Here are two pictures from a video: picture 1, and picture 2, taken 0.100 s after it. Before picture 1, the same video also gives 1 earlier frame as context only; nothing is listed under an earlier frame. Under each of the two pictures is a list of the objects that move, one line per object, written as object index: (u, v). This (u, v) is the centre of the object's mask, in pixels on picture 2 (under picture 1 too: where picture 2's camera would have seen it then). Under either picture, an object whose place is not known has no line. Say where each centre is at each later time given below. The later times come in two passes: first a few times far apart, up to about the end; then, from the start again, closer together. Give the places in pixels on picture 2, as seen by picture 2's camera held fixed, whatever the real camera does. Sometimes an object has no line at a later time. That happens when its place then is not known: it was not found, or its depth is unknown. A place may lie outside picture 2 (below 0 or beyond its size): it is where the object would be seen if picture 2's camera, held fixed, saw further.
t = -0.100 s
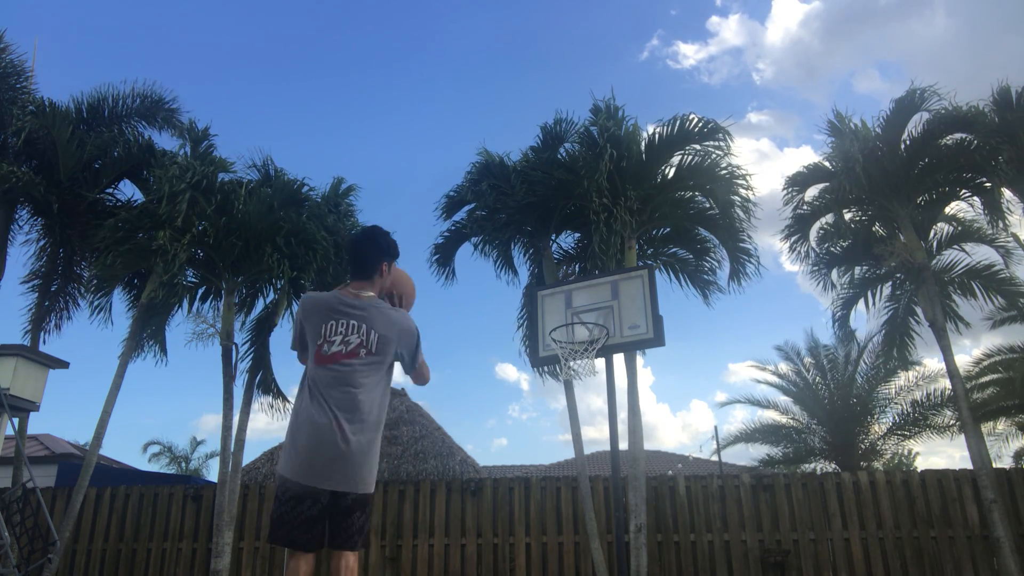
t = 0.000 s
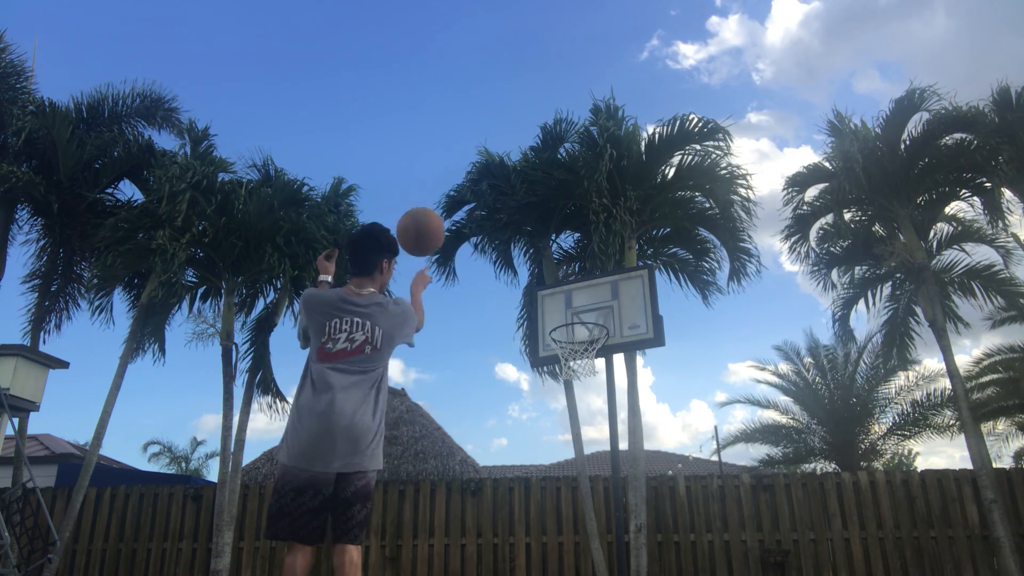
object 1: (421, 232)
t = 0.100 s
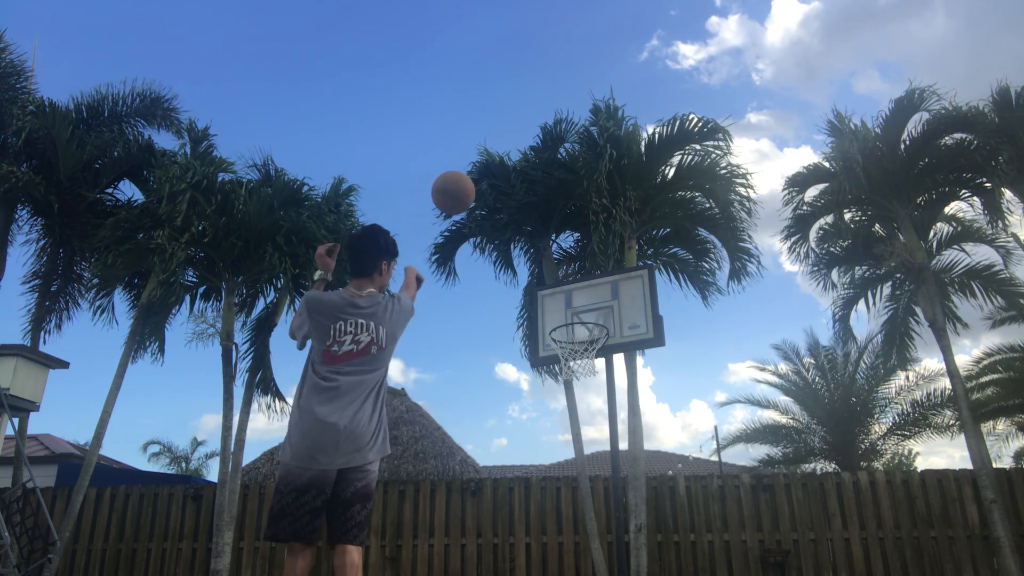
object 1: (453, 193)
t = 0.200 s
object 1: (479, 176)
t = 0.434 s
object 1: (522, 195)
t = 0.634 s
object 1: (551, 252)
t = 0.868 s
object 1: (581, 349)
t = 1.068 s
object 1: (620, 407)
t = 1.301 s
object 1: (681, 570)
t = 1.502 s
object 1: (707, 571)
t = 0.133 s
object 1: (462, 185)
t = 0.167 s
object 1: (471, 180)
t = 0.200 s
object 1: (479, 176)
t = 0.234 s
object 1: (485, 175)
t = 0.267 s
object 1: (492, 175)
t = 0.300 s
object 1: (499, 176)
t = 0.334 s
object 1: (505, 179)
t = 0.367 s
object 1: (511, 183)
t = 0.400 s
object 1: (517, 188)
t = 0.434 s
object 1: (522, 195)
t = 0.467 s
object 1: (528, 202)
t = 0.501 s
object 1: (533, 210)
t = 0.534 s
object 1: (537, 220)
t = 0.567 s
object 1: (542, 230)
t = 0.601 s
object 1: (546, 240)
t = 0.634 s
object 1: (551, 252)
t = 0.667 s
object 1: (555, 265)
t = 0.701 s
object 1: (559, 278)
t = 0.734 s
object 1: (563, 293)
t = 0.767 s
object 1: (567, 309)
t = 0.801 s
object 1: (571, 325)
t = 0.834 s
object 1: (575, 339)
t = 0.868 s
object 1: (581, 349)
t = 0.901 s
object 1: (589, 358)
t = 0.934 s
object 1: (594, 371)
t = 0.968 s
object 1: (601, 373)
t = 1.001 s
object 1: (607, 383)
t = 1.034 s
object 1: (613, 394)
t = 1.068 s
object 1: (620, 407)
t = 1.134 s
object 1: (640, 457)
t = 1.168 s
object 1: (648, 477)
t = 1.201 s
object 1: (656, 499)
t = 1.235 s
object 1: (664, 524)
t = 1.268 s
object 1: (673, 551)
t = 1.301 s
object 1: (681, 570)
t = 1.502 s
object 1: (707, 571)
